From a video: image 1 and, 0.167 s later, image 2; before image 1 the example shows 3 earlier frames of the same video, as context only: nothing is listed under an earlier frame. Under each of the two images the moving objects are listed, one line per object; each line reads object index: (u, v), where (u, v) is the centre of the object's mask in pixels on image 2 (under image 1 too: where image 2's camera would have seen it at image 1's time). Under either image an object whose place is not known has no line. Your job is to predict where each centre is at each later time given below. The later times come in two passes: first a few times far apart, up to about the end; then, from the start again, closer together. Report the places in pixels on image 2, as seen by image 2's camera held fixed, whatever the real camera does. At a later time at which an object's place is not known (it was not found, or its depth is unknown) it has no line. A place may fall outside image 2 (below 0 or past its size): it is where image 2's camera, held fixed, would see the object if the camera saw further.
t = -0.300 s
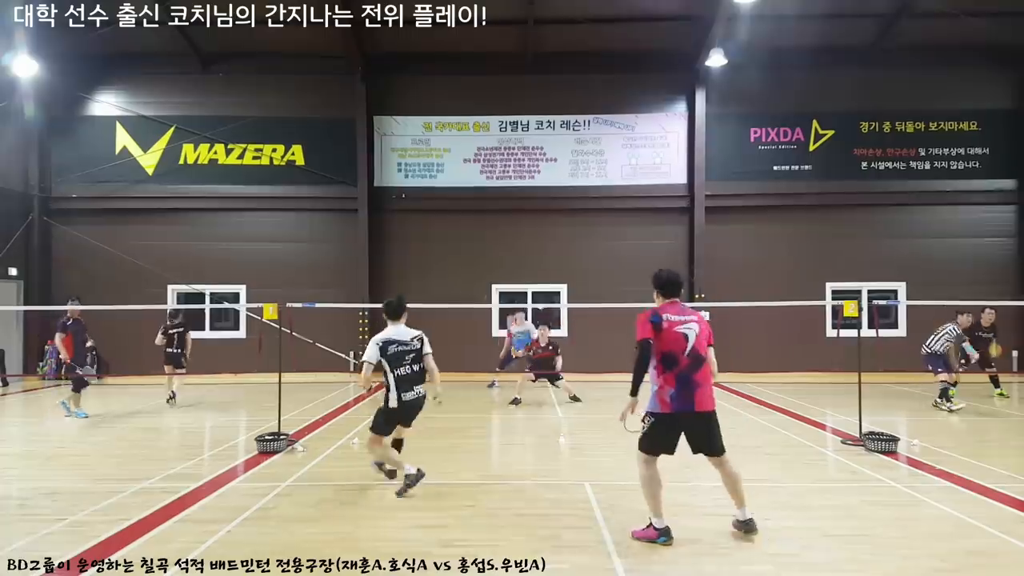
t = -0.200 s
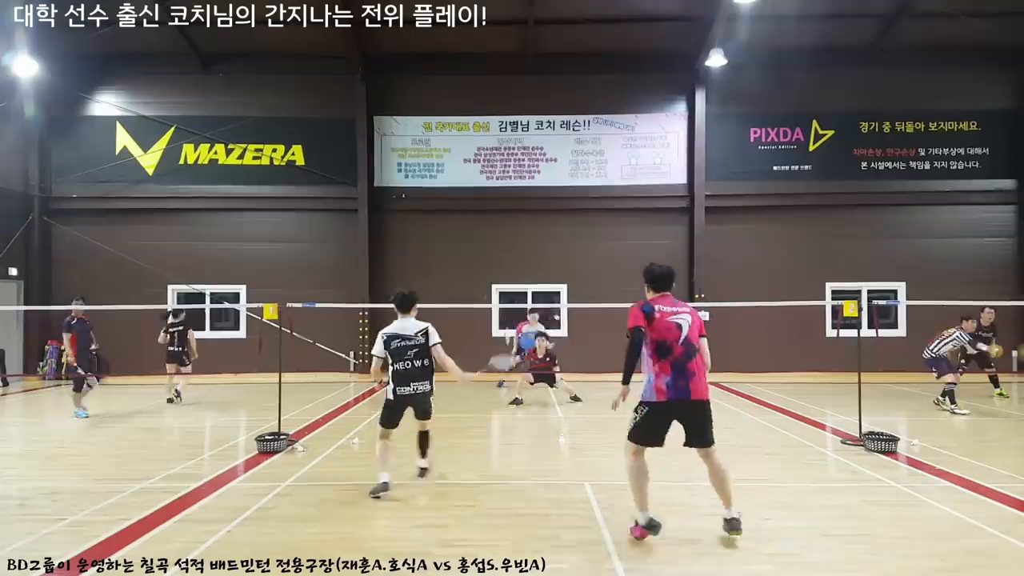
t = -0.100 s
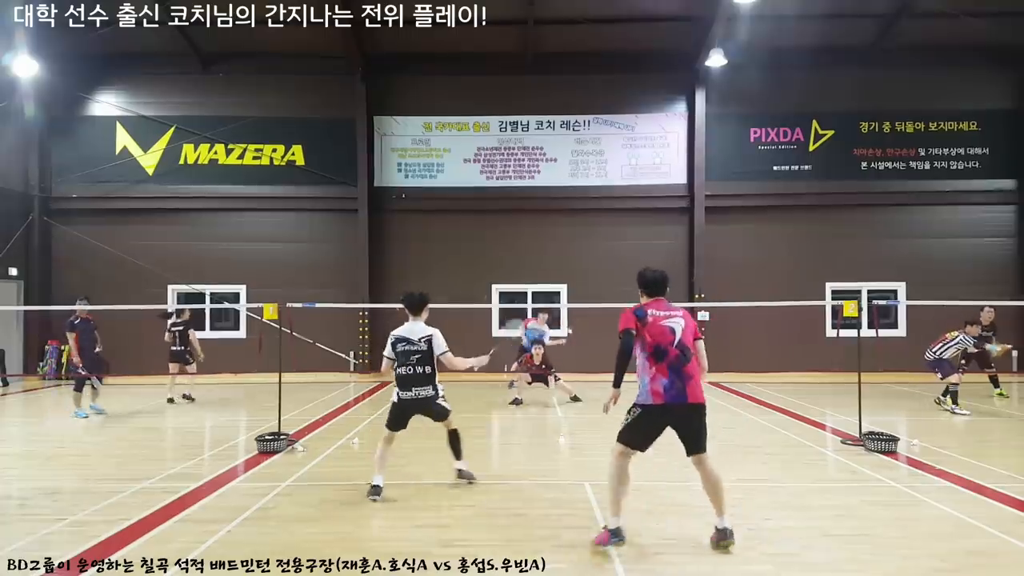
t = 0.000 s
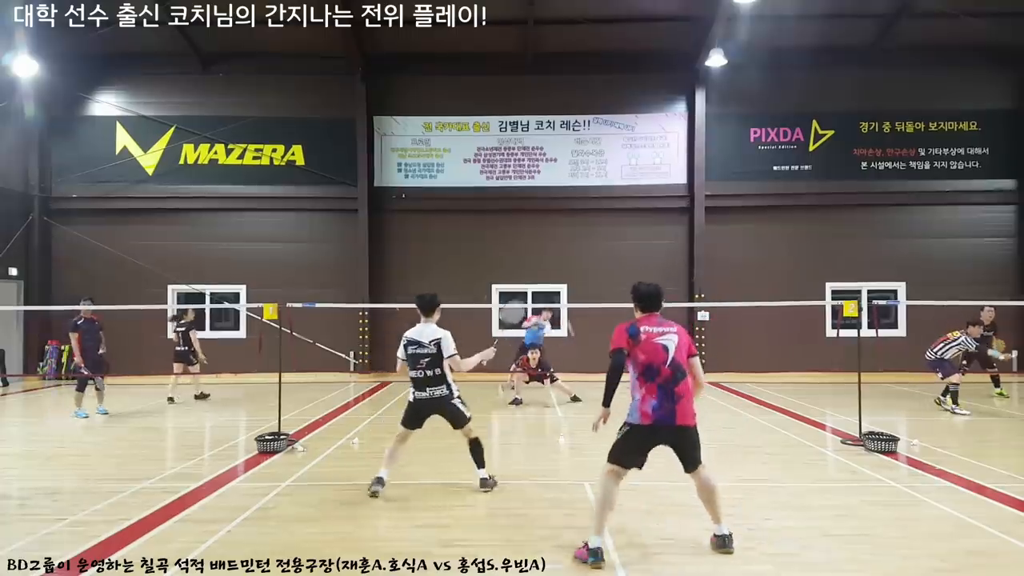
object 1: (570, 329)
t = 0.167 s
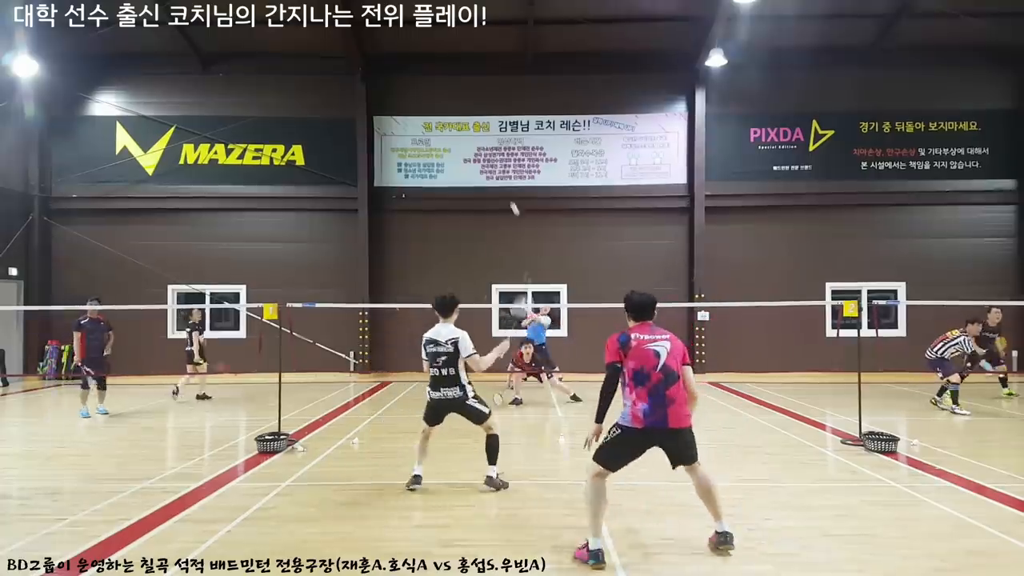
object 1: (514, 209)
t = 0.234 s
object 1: (495, 173)
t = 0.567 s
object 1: (400, 64)
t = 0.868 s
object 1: (293, 77)
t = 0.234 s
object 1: (495, 173)
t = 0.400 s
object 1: (452, 109)
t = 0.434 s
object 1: (442, 98)
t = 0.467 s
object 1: (432, 88)
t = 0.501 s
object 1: (421, 79)
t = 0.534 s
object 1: (411, 71)
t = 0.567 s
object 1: (400, 64)
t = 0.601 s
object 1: (389, 59)
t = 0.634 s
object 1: (378, 55)
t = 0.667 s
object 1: (367, 52)
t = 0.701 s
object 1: (355, 52)
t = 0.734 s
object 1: (343, 53)
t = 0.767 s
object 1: (331, 56)
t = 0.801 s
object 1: (319, 61)
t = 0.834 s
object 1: (306, 68)
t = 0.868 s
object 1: (293, 77)
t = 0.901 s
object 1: (279, 89)
